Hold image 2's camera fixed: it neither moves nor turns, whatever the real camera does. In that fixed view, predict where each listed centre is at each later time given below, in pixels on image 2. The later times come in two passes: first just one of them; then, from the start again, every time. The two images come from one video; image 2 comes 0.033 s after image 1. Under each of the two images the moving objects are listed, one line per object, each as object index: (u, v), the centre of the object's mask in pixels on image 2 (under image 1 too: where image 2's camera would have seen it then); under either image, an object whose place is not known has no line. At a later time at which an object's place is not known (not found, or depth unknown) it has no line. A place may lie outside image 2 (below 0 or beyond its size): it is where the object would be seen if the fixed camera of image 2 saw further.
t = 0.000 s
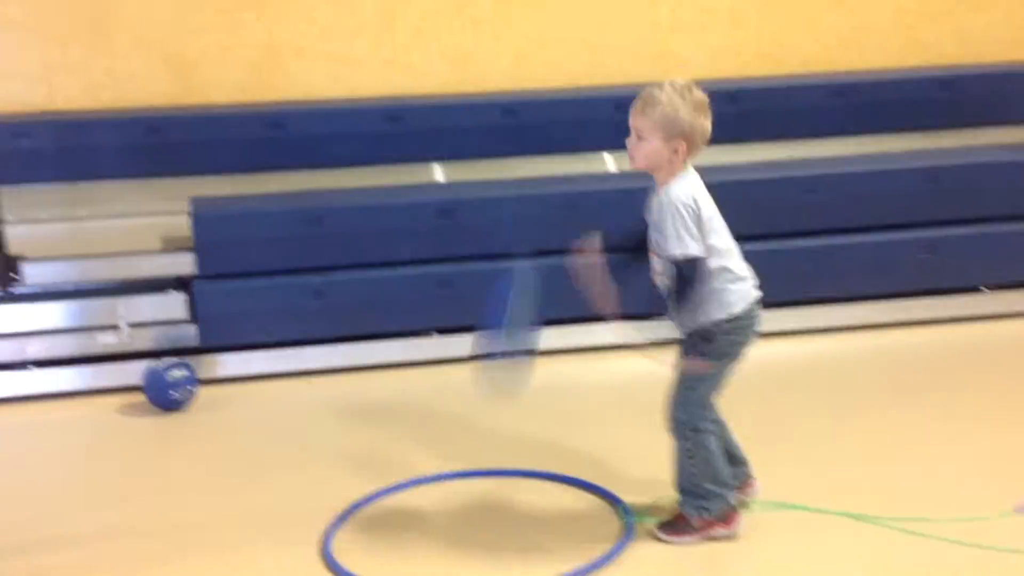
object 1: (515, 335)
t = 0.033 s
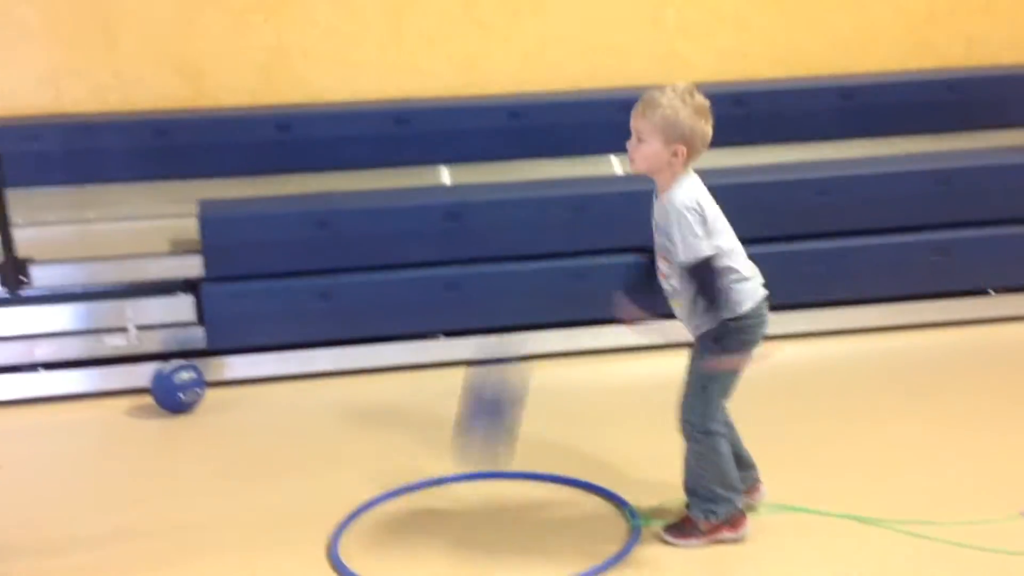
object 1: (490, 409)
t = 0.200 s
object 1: (421, 303)
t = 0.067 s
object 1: (468, 476)
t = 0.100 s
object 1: (453, 443)
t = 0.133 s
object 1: (443, 403)
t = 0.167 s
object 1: (432, 339)
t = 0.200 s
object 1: (421, 303)
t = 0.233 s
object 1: (407, 260)
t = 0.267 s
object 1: (397, 226)
